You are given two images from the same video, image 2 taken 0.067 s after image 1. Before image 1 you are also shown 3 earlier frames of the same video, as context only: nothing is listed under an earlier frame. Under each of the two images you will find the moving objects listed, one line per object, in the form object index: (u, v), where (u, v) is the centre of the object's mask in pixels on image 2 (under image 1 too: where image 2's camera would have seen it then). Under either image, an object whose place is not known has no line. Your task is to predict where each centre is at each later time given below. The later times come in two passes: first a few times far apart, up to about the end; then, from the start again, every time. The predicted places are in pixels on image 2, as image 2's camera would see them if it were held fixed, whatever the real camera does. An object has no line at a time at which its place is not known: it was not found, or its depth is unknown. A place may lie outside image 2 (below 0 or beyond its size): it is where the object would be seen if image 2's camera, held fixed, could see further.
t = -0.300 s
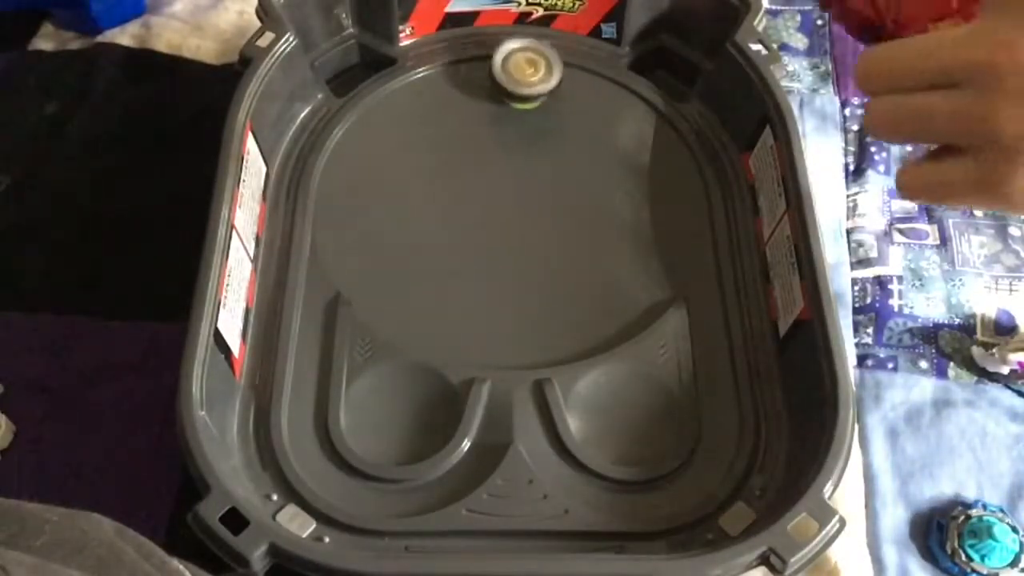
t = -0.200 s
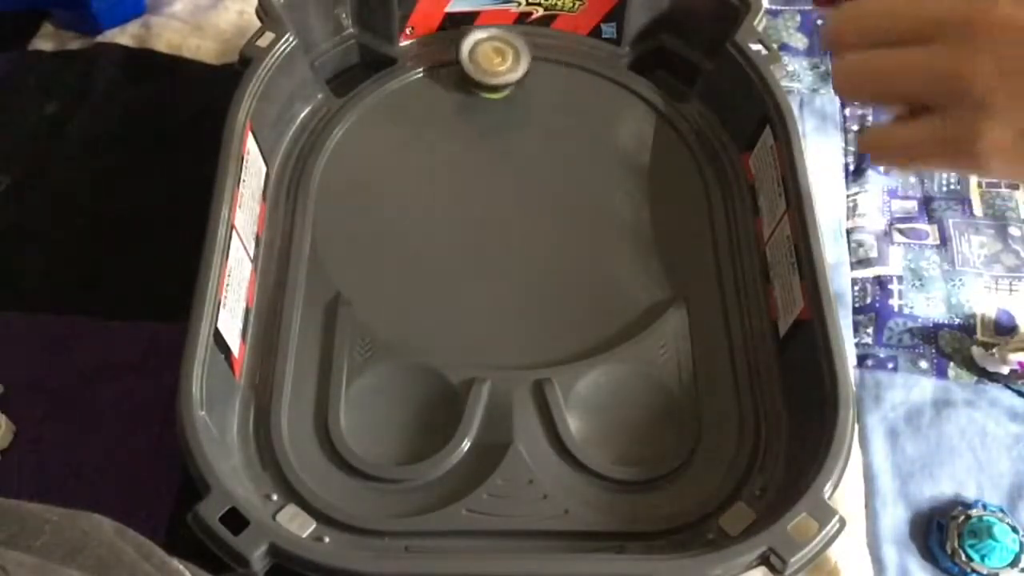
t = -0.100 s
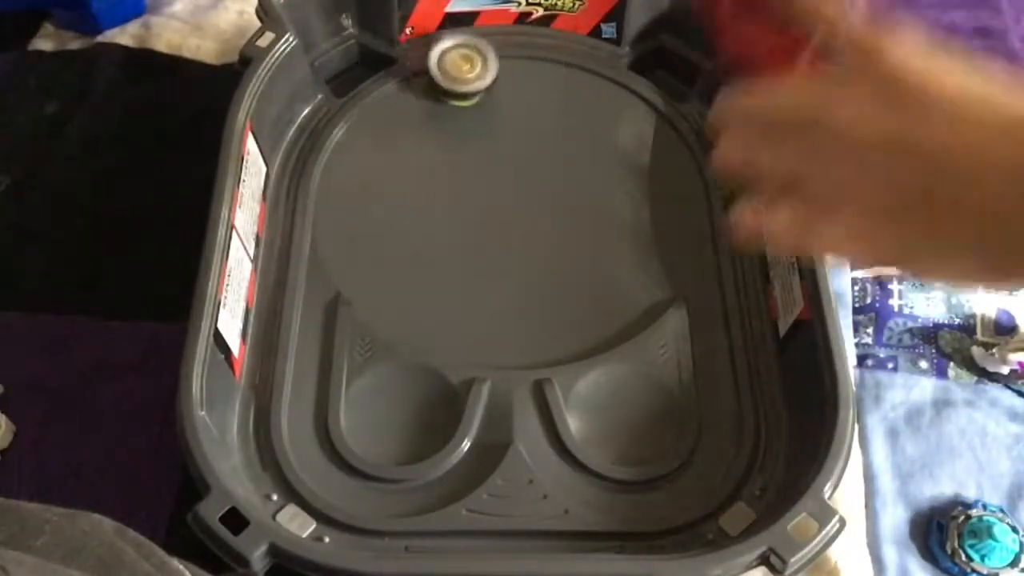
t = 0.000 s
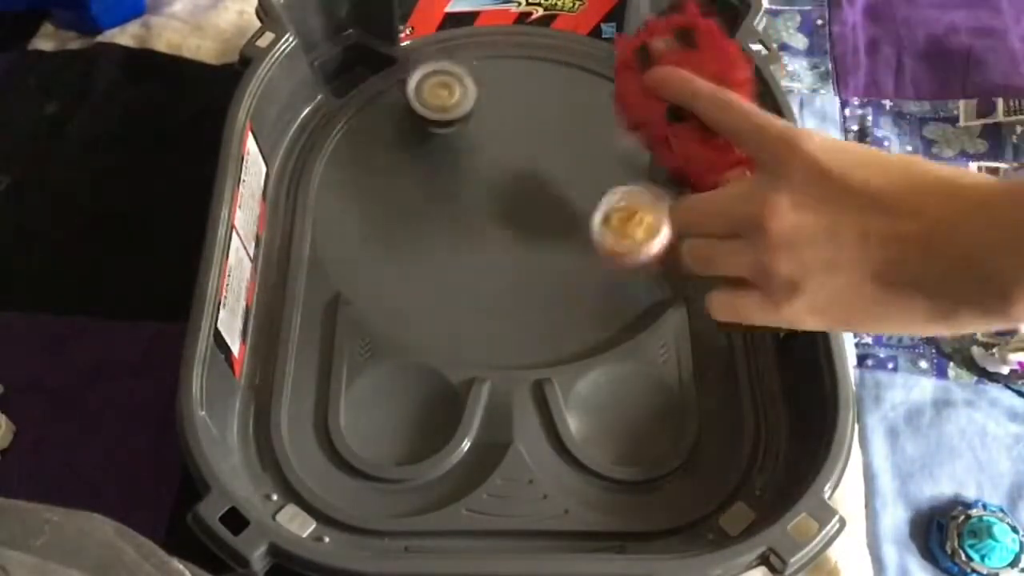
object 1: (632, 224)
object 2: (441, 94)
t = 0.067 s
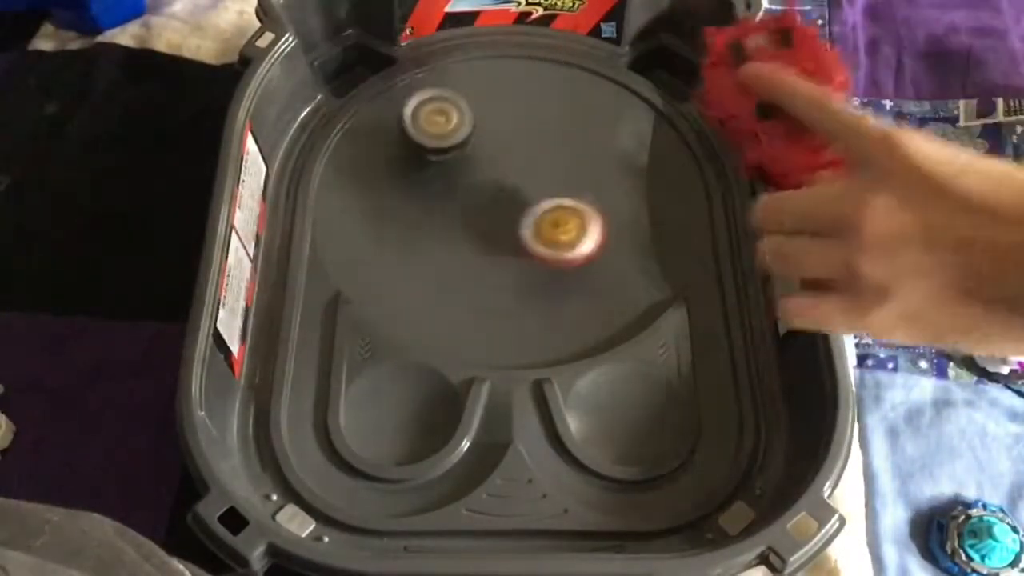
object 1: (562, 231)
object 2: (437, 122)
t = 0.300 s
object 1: (454, 284)
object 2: (455, 138)
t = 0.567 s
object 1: (556, 297)
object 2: (524, 151)
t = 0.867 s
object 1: (631, 192)
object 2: (562, 148)
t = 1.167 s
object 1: (495, 232)
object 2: (475, 135)
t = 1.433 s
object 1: (518, 295)
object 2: (508, 190)
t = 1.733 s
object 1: (581, 274)
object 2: (561, 120)
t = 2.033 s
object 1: (472, 197)
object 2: (527, 107)
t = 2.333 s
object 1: (414, 240)
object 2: (541, 140)
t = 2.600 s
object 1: (473, 230)
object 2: (580, 162)
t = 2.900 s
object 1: (477, 163)
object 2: (602, 183)
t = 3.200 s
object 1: (475, 150)
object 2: (595, 211)
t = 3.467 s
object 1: (507, 154)
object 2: (574, 238)
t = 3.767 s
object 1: (550, 146)
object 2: (551, 249)
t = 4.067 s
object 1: (566, 162)
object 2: (511, 235)
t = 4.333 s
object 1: (570, 186)
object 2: (470, 220)
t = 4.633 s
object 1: (570, 213)
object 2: (453, 201)
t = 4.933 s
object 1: (557, 227)
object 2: (470, 174)
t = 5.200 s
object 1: (538, 232)
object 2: (492, 150)
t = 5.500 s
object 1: (509, 227)
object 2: (520, 139)
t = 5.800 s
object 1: (482, 208)
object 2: (553, 140)
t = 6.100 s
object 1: (475, 185)
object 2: (575, 155)
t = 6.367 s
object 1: (486, 168)
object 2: (579, 179)
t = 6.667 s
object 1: (512, 154)
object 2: (568, 207)
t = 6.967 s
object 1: (540, 154)
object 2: (542, 231)
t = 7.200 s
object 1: (557, 161)
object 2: (517, 238)
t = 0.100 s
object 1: (528, 225)
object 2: (439, 136)
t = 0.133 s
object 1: (496, 220)
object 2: (443, 152)
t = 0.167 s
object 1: (479, 228)
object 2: (443, 152)
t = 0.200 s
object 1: (468, 245)
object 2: (442, 146)
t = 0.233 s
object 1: (461, 258)
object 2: (444, 141)
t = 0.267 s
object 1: (455, 275)
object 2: (449, 138)
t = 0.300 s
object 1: (454, 284)
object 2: (455, 138)
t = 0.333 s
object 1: (456, 294)
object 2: (461, 139)
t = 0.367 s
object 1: (461, 302)
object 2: (470, 140)
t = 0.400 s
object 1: (470, 307)
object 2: (479, 141)
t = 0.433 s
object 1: (482, 311)
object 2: (489, 142)
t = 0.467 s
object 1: (497, 312)
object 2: (498, 144)
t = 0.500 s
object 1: (515, 309)
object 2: (507, 145)
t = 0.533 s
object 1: (534, 305)
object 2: (516, 148)
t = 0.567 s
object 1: (556, 297)
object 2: (524, 151)
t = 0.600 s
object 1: (579, 285)
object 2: (533, 153)
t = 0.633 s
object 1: (601, 273)
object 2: (540, 154)
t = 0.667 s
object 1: (623, 260)
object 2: (547, 155)
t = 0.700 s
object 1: (640, 247)
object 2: (552, 155)
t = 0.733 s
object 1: (651, 234)
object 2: (557, 155)
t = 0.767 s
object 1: (655, 221)
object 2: (560, 154)
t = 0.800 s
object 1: (653, 210)
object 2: (563, 152)
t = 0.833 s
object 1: (644, 199)
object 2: (565, 151)
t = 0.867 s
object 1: (631, 192)
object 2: (562, 148)
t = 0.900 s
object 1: (620, 191)
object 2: (551, 142)
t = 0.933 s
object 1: (606, 192)
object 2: (540, 134)
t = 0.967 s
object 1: (591, 194)
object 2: (528, 128)
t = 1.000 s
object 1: (573, 198)
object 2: (516, 124)
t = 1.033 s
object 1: (555, 202)
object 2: (506, 121)
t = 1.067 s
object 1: (537, 208)
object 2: (495, 121)
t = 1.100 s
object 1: (521, 214)
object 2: (487, 123)
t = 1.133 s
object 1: (508, 222)
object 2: (480, 128)
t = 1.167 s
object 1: (495, 232)
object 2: (475, 135)
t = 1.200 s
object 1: (488, 240)
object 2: (471, 144)
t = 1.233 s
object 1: (484, 249)
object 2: (471, 154)
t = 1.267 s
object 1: (483, 258)
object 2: (472, 165)
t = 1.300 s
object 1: (486, 264)
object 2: (478, 176)
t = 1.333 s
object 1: (492, 268)
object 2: (482, 187)
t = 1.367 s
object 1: (501, 271)
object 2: (488, 195)
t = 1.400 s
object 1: (512, 273)
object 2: (496, 201)
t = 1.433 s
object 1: (518, 295)
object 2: (508, 190)
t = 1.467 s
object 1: (524, 315)
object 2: (520, 176)
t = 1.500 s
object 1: (532, 329)
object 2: (530, 163)
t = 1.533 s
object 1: (541, 332)
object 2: (540, 150)
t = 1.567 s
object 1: (551, 332)
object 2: (547, 141)
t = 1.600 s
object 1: (560, 327)
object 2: (553, 133)
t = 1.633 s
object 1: (569, 319)
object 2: (557, 127)
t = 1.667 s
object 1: (575, 306)
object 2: (559, 123)
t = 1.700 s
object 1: (579, 291)
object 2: (561, 121)
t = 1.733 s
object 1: (581, 274)
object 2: (561, 120)
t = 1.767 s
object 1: (580, 257)
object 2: (560, 121)
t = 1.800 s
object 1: (576, 240)
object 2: (556, 124)
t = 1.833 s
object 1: (569, 224)
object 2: (551, 126)
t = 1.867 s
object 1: (558, 209)
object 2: (545, 129)
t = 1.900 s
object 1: (544, 201)
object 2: (540, 128)
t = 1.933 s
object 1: (526, 201)
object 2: (536, 119)
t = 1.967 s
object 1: (508, 200)
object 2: (532, 114)
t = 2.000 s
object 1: (490, 199)
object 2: (529, 109)
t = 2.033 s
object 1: (472, 197)
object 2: (527, 107)
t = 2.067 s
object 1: (456, 197)
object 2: (524, 108)
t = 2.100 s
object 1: (442, 199)
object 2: (523, 109)
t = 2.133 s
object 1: (430, 203)
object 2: (523, 112)
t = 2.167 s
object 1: (420, 207)
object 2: (523, 115)
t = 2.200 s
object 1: (413, 214)
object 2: (525, 119)
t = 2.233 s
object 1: (409, 221)
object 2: (528, 124)
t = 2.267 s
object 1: (409, 228)
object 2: (530, 129)
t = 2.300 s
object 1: (410, 234)
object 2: (536, 134)
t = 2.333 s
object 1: (414, 240)
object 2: (541, 140)
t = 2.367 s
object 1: (419, 244)
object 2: (547, 143)
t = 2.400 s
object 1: (427, 246)
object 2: (553, 145)
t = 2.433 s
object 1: (435, 247)
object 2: (559, 150)
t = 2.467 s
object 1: (444, 247)
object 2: (563, 152)
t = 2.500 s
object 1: (453, 244)
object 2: (569, 154)
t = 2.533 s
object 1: (461, 241)
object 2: (574, 158)
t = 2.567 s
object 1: (467, 235)
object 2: (577, 159)
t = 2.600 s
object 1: (473, 230)
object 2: (580, 162)
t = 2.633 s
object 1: (478, 222)
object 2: (584, 165)
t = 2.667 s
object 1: (481, 217)
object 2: (587, 168)
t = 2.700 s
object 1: (484, 209)
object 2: (590, 169)
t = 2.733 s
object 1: (484, 201)
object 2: (593, 171)
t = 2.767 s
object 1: (484, 192)
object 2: (596, 174)
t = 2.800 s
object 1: (483, 183)
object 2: (597, 175)
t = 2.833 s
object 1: (482, 175)
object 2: (598, 178)
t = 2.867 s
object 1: (480, 169)
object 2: (600, 180)
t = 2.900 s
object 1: (477, 163)
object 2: (602, 183)
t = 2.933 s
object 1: (474, 157)
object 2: (602, 186)
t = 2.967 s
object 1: (472, 154)
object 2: (603, 189)
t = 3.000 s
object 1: (470, 151)
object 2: (604, 193)
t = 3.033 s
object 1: (469, 150)
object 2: (604, 197)
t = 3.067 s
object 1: (470, 149)
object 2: (603, 200)
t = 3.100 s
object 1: (470, 149)
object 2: (603, 202)
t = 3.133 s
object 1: (471, 149)
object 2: (601, 205)
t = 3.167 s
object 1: (473, 150)
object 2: (599, 208)
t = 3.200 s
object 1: (475, 150)
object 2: (595, 211)
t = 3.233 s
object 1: (477, 151)
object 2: (591, 214)
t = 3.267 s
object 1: (481, 151)
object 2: (589, 218)
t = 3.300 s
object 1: (485, 152)
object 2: (586, 221)
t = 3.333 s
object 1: (489, 152)
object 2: (584, 225)
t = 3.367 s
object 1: (493, 153)
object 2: (581, 229)
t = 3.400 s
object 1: (497, 154)
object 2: (578, 232)
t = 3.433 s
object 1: (502, 154)
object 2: (576, 235)
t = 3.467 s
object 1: (507, 154)
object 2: (574, 238)
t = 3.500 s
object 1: (511, 155)
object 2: (572, 241)
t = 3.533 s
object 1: (516, 153)
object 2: (570, 244)
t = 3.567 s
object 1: (523, 151)
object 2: (568, 246)
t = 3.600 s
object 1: (529, 149)
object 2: (565, 247)
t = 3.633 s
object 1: (535, 147)
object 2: (563, 248)
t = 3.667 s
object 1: (539, 146)
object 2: (561, 248)
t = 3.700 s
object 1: (543, 145)
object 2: (558, 248)
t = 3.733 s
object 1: (546, 145)
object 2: (555, 248)
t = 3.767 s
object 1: (550, 146)
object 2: (551, 249)
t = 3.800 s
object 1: (552, 147)
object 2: (547, 249)
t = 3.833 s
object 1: (554, 148)
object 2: (542, 248)
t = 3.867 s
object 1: (557, 149)
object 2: (538, 247)
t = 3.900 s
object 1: (559, 151)
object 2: (534, 246)
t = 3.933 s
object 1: (561, 152)
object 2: (530, 244)
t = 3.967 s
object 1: (563, 155)
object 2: (526, 242)
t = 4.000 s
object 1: (564, 157)
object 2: (521, 240)
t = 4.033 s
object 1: (565, 160)
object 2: (516, 238)
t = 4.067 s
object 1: (566, 162)
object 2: (511, 235)
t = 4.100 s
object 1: (567, 164)
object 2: (505, 233)
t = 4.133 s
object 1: (567, 167)
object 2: (499, 231)
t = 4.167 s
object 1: (569, 170)
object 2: (493, 228)
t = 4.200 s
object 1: (569, 173)
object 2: (488, 226)
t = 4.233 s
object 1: (569, 176)
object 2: (483, 224)
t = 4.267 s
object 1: (569, 179)
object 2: (478, 222)
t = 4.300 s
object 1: (570, 183)
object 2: (474, 221)
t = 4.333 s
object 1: (570, 186)
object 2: (470, 220)
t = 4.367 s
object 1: (570, 189)
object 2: (467, 218)
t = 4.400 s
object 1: (570, 192)
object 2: (464, 216)
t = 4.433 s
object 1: (570, 196)
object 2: (461, 214)
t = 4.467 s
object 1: (570, 199)
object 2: (458, 212)
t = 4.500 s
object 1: (571, 202)
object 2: (457, 210)
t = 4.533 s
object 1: (571, 206)
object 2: (455, 208)
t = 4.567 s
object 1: (571, 208)
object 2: (454, 206)
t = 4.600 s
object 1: (571, 211)
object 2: (453, 204)
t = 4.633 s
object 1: (570, 213)
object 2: (453, 201)
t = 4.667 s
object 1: (570, 215)
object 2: (453, 199)
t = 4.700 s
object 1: (569, 217)
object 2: (454, 196)
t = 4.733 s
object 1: (567, 219)
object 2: (456, 193)
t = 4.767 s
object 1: (566, 220)
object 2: (458, 190)
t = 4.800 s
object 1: (564, 222)
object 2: (460, 187)
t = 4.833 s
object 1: (563, 223)
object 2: (462, 184)
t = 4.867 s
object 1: (561, 224)
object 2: (465, 181)
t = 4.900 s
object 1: (559, 226)
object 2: (467, 177)
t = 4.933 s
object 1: (557, 227)
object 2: (470, 174)
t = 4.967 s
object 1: (555, 227)
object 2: (473, 170)
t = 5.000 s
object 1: (552, 228)
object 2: (475, 167)
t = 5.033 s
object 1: (550, 229)
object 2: (478, 164)
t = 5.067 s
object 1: (548, 230)
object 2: (480, 161)
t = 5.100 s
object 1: (545, 230)
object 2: (483, 158)
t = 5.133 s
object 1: (543, 231)
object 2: (486, 155)
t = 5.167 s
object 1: (540, 231)
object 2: (489, 152)
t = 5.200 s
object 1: (538, 232)
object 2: (492, 150)
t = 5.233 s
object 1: (536, 232)
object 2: (495, 148)
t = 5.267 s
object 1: (533, 232)
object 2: (498, 145)
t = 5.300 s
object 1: (530, 232)
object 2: (501, 143)
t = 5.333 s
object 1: (527, 232)
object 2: (504, 142)
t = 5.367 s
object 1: (523, 231)
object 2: (507, 141)
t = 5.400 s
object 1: (521, 230)
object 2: (510, 140)
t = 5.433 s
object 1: (516, 229)
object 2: (513, 139)
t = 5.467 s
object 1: (513, 228)
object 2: (517, 139)
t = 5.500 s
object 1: (509, 227)
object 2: (520, 139)
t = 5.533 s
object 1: (505, 225)
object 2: (524, 138)
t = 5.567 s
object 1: (502, 223)
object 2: (528, 138)
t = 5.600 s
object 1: (499, 221)
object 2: (532, 138)
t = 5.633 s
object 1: (495, 219)
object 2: (536, 138)
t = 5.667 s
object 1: (492, 217)
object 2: (540, 138)
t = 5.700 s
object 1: (489, 215)
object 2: (543, 138)
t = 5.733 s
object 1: (485, 213)
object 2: (546, 139)
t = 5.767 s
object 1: (484, 210)
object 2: (550, 139)
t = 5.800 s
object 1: (482, 208)
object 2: (553, 140)
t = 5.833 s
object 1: (480, 206)
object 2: (556, 142)
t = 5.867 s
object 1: (478, 203)
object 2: (559, 143)
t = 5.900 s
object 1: (477, 201)
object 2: (563, 144)
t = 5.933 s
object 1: (475, 198)
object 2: (567, 146)
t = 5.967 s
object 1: (475, 195)
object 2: (569, 147)
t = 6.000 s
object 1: (475, 194)
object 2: (571, 148)
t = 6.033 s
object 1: (475, 191)
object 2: (573, 150)
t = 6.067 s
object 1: (474, 188)
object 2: (575, 152)
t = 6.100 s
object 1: (475, 185)
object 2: (575, 155)
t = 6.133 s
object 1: (475, 183)
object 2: (576, 158)
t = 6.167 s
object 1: (477, 181)
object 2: (578, 161)
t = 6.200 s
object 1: (478, 178)
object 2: (579, 163)
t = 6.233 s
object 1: (479, 176)
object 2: (580, 167)
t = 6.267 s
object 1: (481, 174)
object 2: (580, 169)
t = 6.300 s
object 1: (482, 171)
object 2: (580, 172)
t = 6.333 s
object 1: (484, 170)
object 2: (580, 175)
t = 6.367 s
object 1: (486, 168)
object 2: (579, 179)
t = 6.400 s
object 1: (489, 166)
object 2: (579, 183)
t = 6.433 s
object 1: (492, 164)
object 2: (579, 186)
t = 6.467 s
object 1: (494, 162)
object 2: (578, 189)
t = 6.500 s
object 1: (496, 161)
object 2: (576, 191)
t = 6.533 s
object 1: (500, 159)
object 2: (575, 195)
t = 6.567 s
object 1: (503, 158)
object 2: (573, 198)
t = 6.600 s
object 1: (506, 156)
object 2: (572, 202)
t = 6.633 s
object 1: (509, 155)
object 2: (570, 204)
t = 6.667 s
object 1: (512, 154)
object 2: (568, 207)
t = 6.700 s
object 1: (515, 153)
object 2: (565, 210)
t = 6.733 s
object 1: (518, 153)
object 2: (562, 213)
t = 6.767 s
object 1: (521, 153)
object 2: (560, 217)
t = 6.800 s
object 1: (525, 153)
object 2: (558, 219)
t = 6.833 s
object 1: (528, 152)
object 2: (555, 222)
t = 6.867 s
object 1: (531, 153)
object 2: (551, 224)
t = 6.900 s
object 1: (535, 153)
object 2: (548, 227)
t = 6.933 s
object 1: (537, 153)
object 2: (545, 229)
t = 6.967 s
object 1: (540, 154)
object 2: (542, 231)
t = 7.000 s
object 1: (544, 154)
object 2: (539, 233)
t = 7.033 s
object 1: (546, 155)
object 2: (535, 234)
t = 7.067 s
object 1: (548, 156)
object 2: (531, 236)
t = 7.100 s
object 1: (551, 158)
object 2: (528, 238)
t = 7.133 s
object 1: (553, 158)
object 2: (526, 238)
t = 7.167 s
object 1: (555, 160)
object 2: (521, 238)
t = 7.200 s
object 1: (557, 161)
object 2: (517, 238)
